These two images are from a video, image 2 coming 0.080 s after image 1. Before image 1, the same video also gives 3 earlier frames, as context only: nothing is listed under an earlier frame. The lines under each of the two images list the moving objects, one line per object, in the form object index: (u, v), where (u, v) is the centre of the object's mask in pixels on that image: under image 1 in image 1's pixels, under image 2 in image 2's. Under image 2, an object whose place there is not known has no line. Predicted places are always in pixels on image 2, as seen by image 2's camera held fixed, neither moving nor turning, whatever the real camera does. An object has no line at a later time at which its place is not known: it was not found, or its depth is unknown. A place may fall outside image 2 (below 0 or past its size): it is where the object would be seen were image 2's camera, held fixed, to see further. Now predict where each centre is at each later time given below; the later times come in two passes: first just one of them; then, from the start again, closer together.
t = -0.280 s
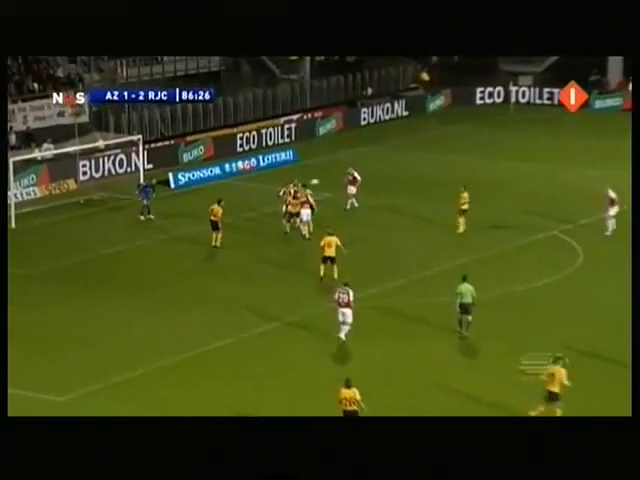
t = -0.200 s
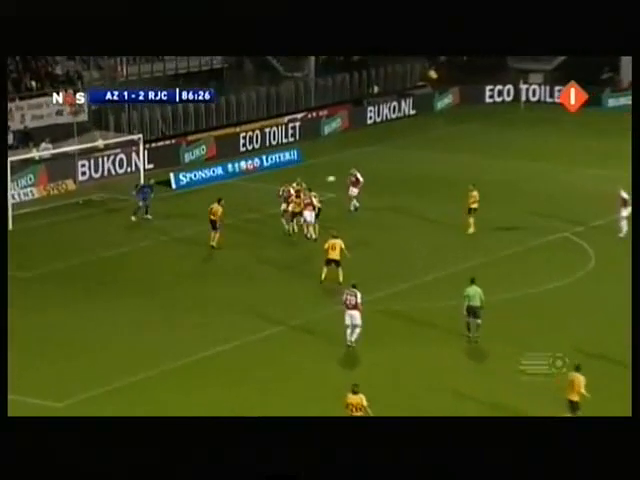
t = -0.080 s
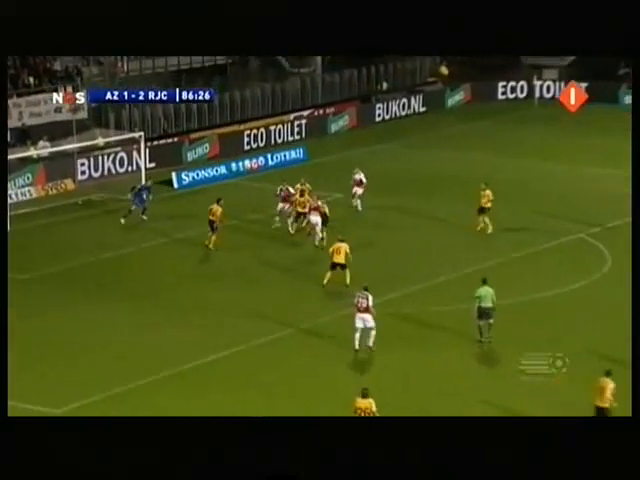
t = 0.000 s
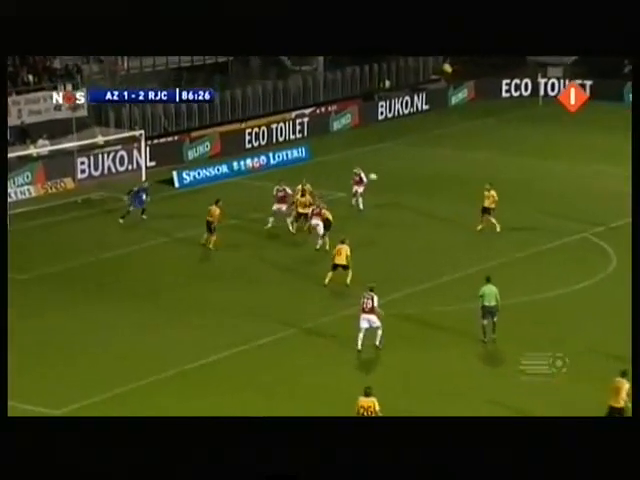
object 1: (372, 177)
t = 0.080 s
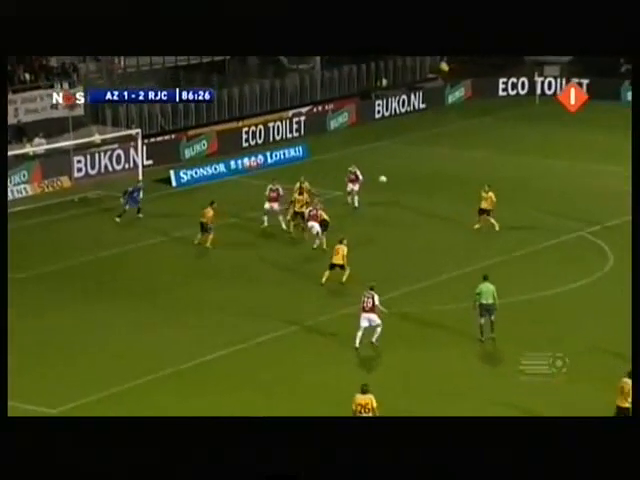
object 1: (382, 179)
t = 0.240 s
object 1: (410, 192)
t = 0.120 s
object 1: (389, 181)
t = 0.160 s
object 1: (396, 184)
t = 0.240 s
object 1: (410, 192)
